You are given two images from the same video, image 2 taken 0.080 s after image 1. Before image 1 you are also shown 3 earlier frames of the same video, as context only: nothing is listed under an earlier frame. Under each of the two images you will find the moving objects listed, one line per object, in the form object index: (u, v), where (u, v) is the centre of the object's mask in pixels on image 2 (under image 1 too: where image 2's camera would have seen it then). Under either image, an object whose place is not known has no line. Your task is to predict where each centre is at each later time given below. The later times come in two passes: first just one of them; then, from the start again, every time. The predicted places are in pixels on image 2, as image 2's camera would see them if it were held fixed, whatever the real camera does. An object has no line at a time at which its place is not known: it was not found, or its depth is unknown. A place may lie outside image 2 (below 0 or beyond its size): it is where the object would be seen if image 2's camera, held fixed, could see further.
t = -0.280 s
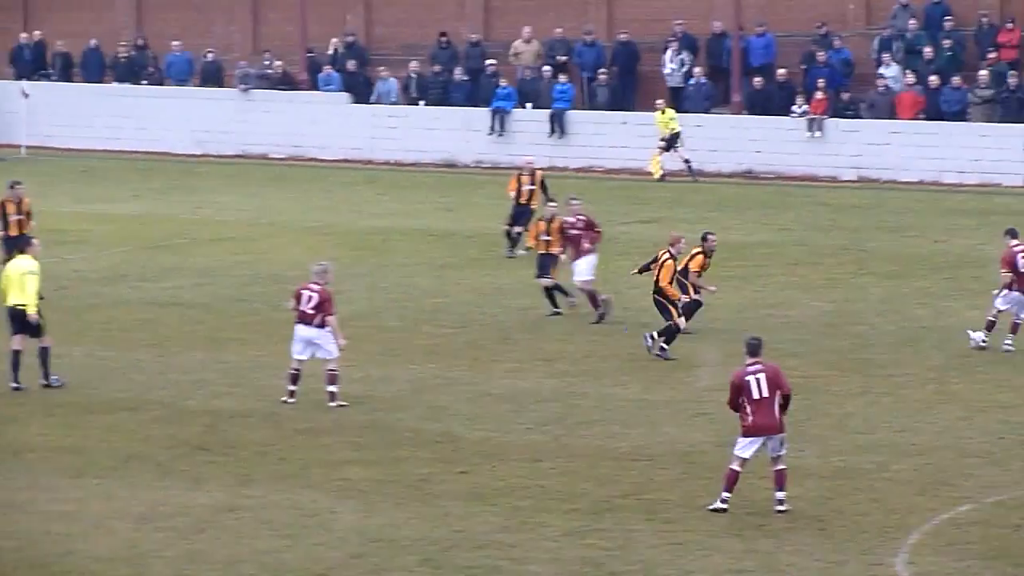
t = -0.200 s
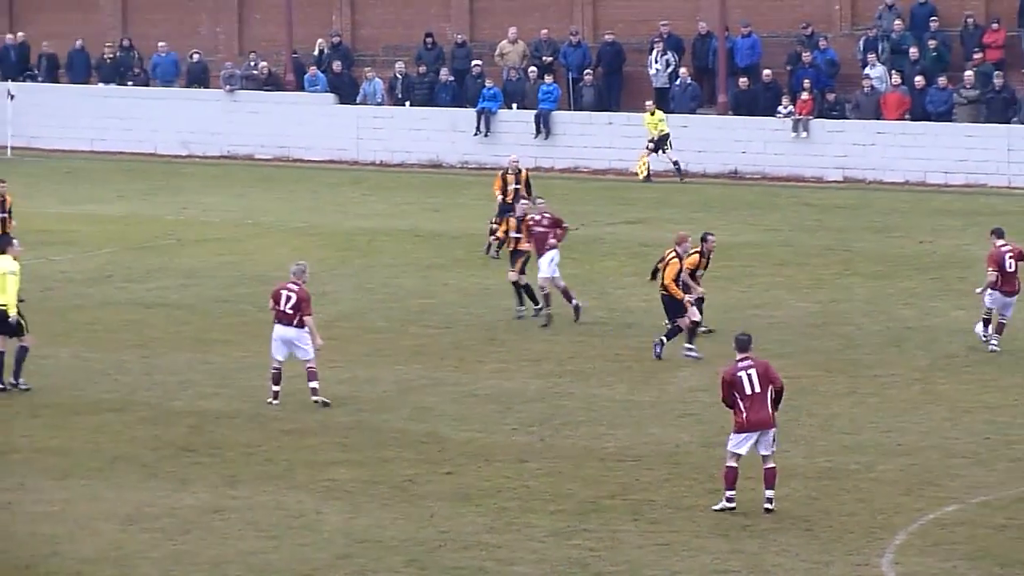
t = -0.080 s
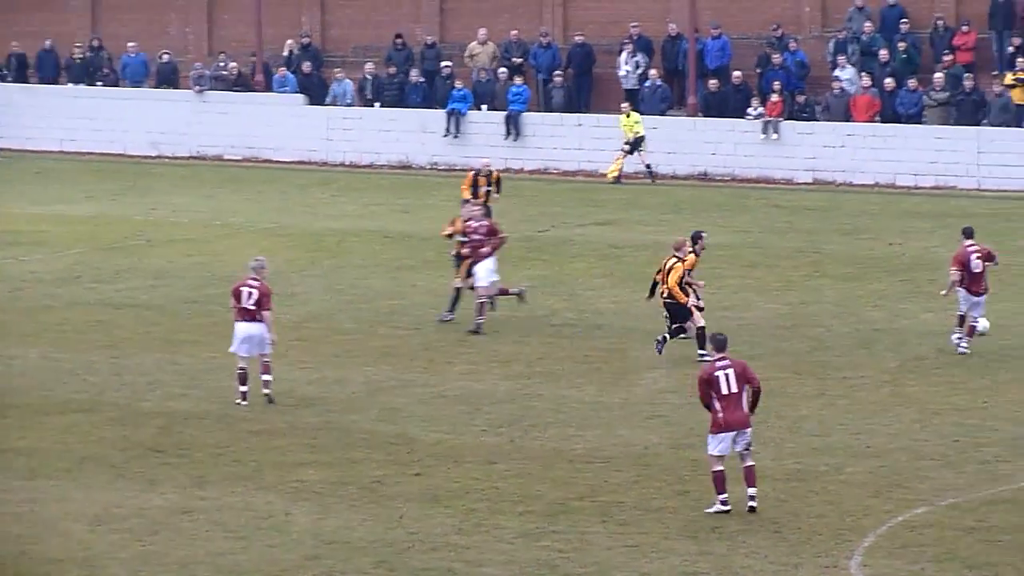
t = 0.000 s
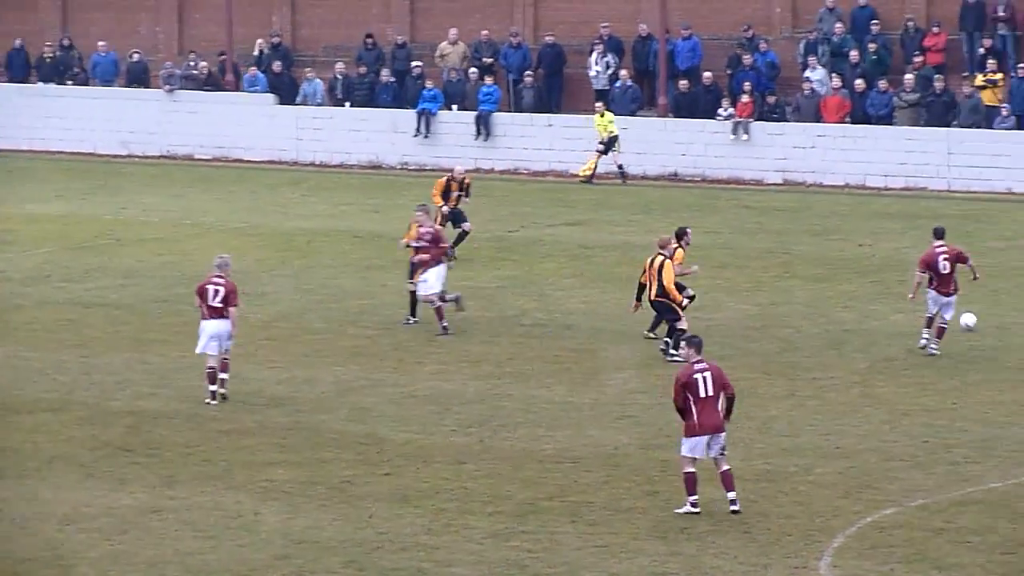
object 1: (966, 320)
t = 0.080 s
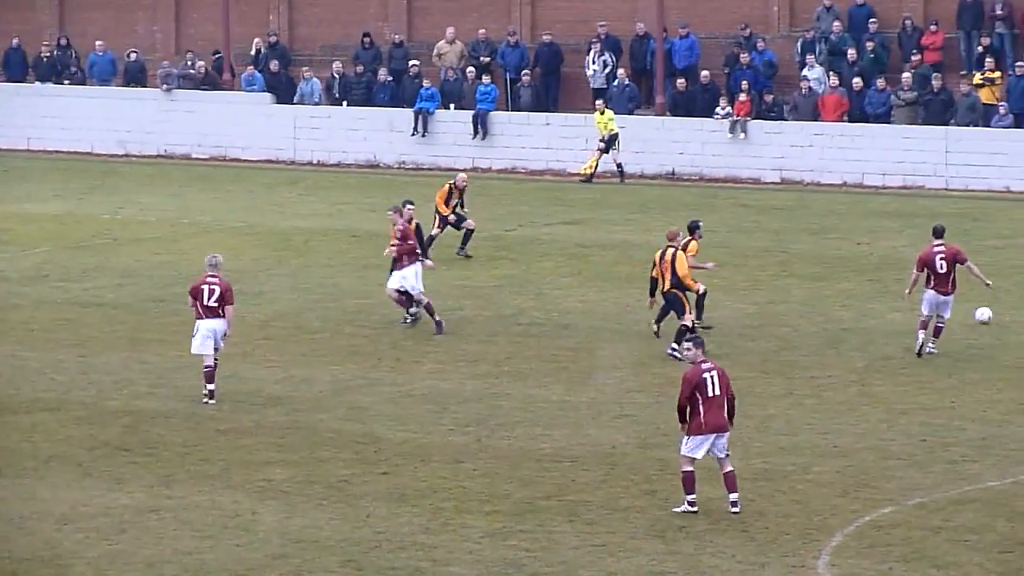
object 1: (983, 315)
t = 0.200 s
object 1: (1007, 309)
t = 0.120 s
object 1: (992, 314)
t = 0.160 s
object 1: (999, 311)
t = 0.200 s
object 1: (1007, 309)
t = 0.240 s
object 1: (1014, 308)
